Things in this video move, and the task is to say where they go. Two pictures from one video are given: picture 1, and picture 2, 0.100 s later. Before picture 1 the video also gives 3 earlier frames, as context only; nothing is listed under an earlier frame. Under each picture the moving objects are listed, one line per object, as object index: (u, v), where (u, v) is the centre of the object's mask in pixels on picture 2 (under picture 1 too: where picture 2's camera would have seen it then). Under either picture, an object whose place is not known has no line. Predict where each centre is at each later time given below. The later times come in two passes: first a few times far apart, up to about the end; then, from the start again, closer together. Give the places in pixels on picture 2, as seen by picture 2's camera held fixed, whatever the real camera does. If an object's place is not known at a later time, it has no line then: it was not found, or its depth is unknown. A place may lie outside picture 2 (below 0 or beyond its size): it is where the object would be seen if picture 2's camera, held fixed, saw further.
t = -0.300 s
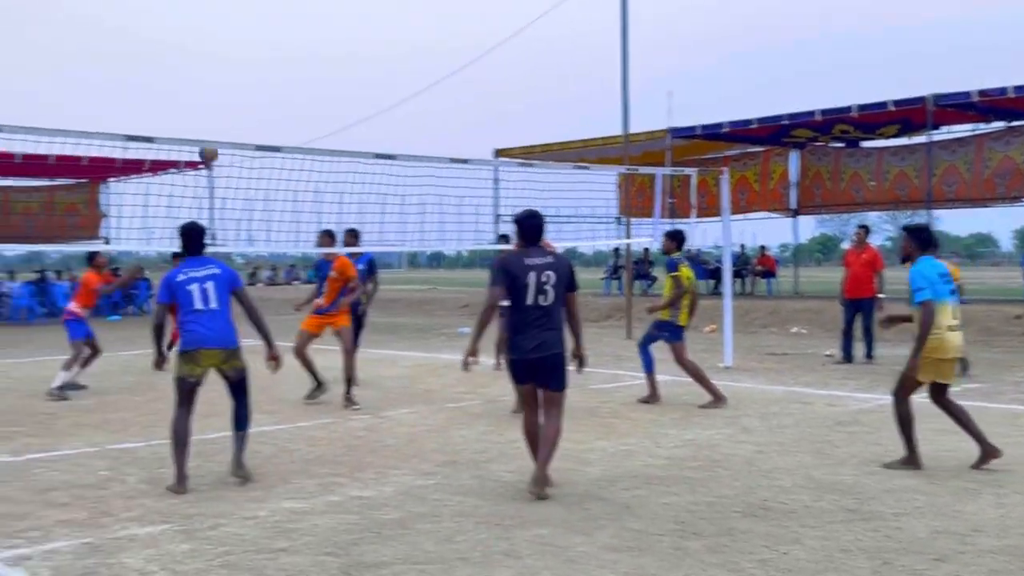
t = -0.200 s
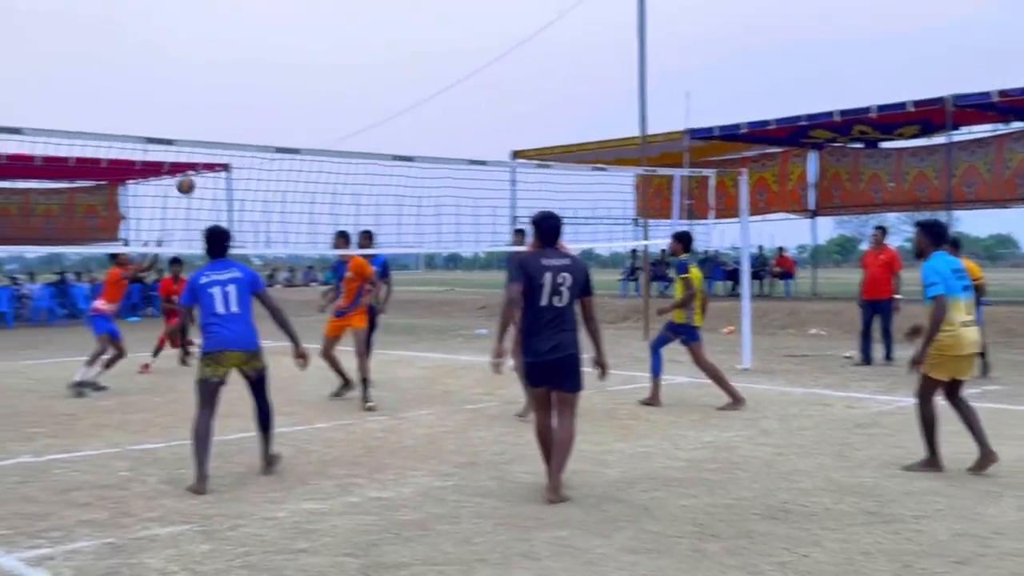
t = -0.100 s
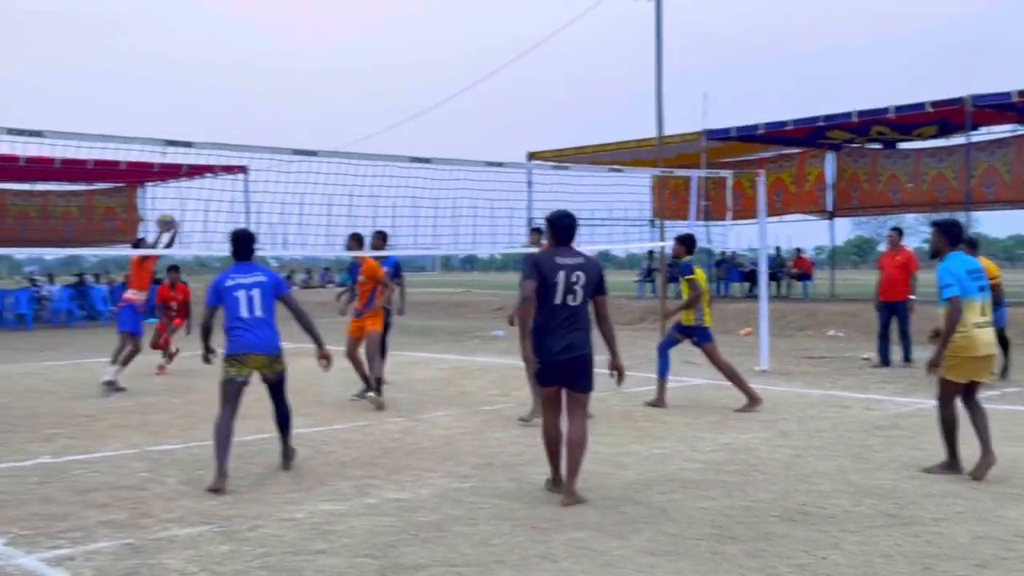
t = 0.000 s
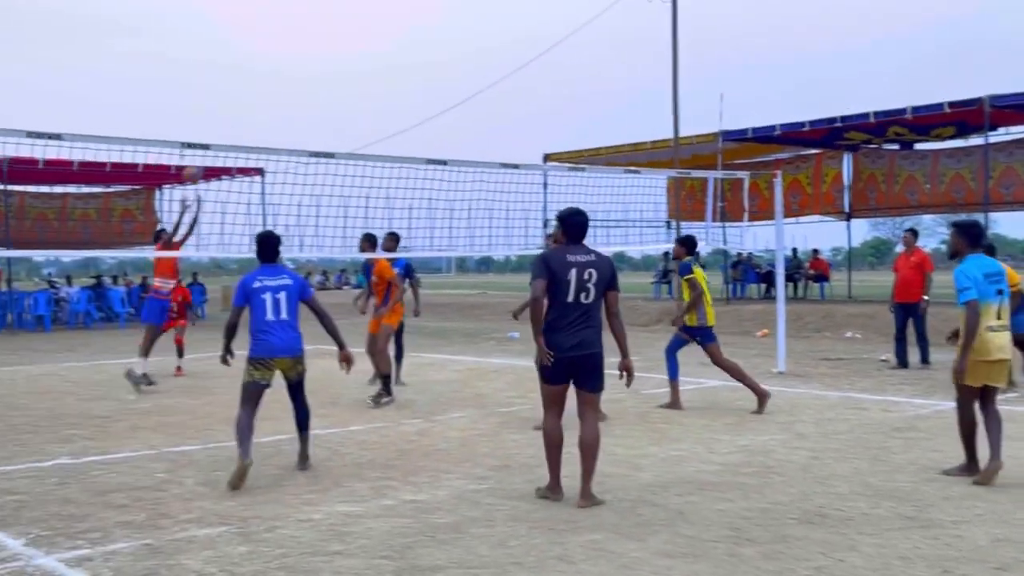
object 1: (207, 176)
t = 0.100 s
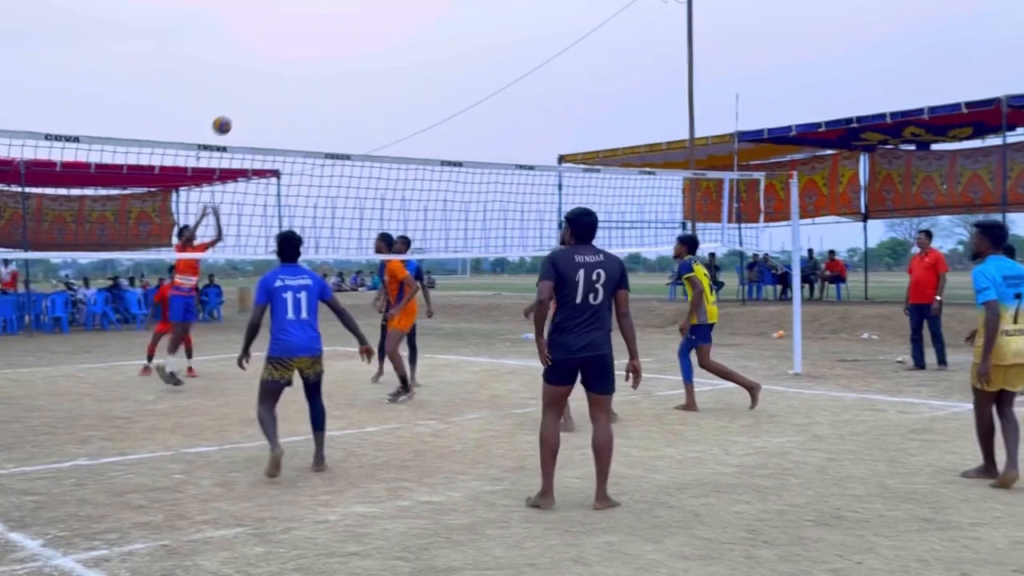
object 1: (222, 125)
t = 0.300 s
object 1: (248, 49)
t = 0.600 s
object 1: (284, 1)
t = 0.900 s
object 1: (317, 29)
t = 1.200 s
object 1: (344, 132)
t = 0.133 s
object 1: (226, 110)
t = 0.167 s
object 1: (231, 96)
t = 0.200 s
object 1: (235, 83)
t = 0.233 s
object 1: (240, 70)
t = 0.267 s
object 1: (244, 59)
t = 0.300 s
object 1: (248, 49)
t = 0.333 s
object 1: (252, 40)
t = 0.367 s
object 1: (256, 31)
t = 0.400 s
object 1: (261, 24)
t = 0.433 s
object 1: (264, 18)
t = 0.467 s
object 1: (269, 12)
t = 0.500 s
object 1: (272, 8)
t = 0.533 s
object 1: (276, 5)
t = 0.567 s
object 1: (280, 2)
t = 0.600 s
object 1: (284, 1)
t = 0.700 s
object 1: (295, 1)
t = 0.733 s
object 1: (299, 4)
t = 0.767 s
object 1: (303, 7)
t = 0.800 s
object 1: (306, 11)
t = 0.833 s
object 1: (310, 16)
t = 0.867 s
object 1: (313, 22)
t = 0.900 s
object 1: (317, 29)
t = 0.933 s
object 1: (320, 37)
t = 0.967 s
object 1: (323, 45)
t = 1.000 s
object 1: (327, 55)
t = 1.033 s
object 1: (330, 66)
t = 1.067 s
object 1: (333, 77)
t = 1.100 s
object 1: (335, 90)
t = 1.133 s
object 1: (338, 103)
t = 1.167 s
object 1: (341, 117)
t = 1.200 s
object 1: (344, 132)
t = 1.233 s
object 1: (346, 146)
